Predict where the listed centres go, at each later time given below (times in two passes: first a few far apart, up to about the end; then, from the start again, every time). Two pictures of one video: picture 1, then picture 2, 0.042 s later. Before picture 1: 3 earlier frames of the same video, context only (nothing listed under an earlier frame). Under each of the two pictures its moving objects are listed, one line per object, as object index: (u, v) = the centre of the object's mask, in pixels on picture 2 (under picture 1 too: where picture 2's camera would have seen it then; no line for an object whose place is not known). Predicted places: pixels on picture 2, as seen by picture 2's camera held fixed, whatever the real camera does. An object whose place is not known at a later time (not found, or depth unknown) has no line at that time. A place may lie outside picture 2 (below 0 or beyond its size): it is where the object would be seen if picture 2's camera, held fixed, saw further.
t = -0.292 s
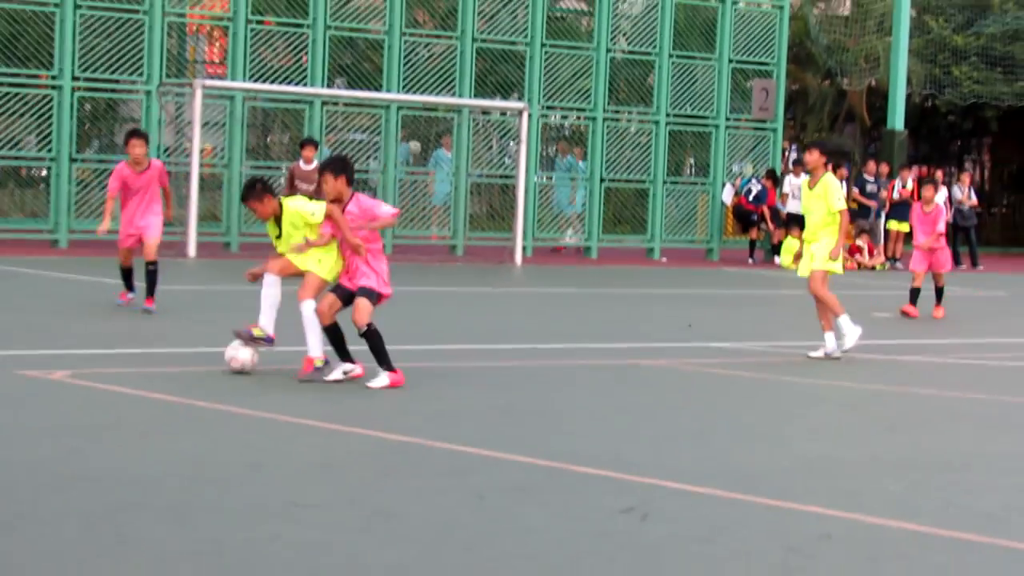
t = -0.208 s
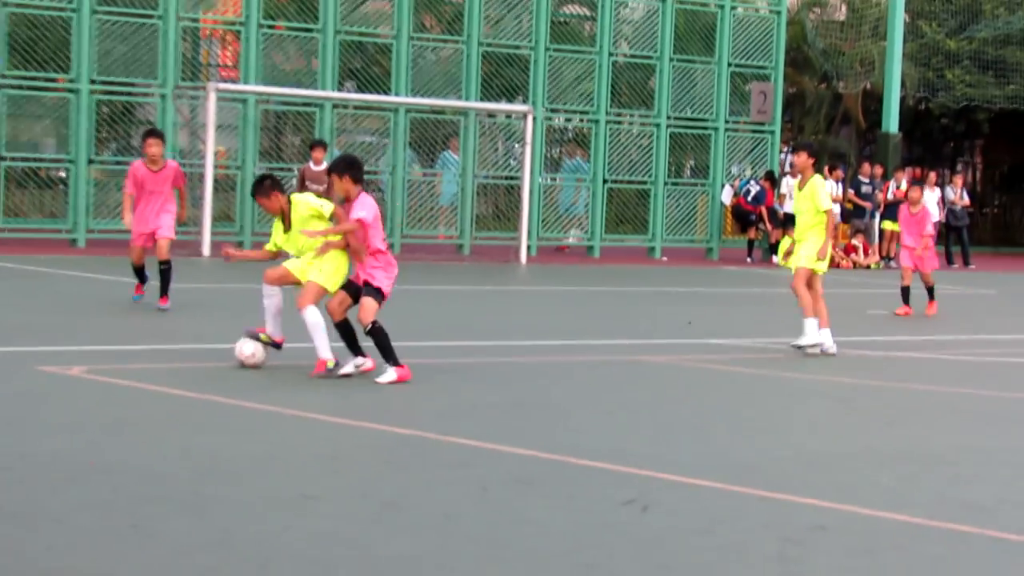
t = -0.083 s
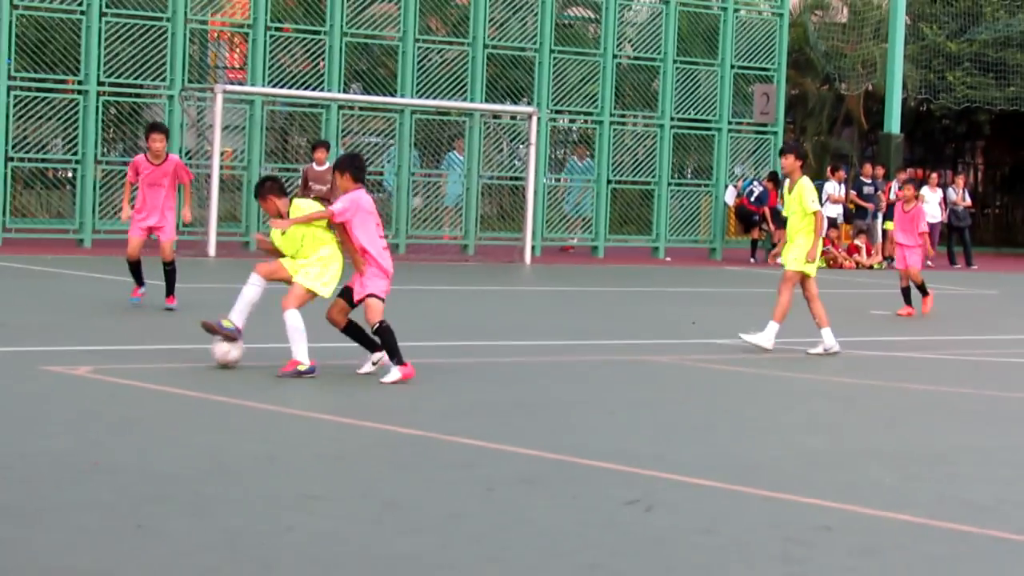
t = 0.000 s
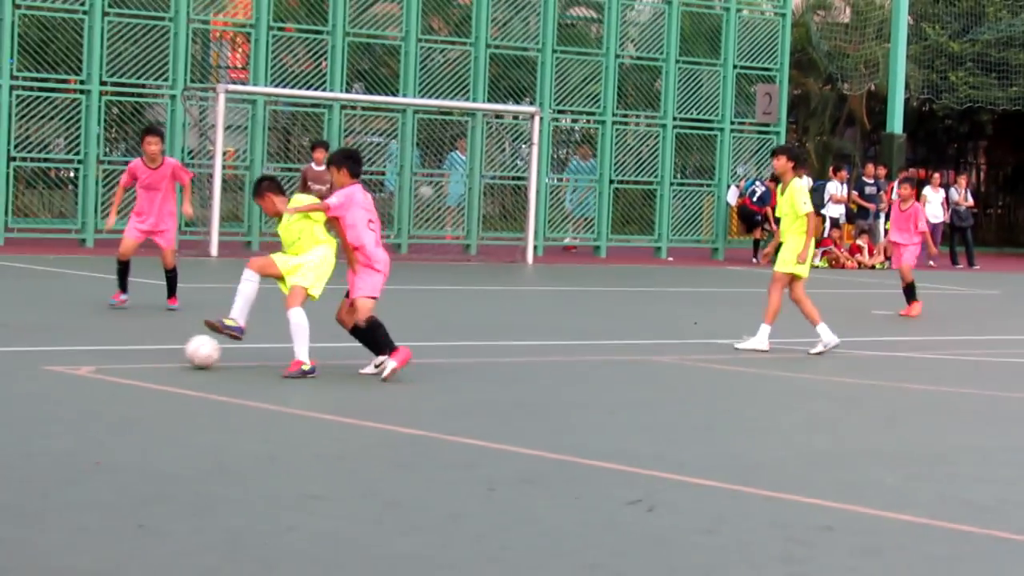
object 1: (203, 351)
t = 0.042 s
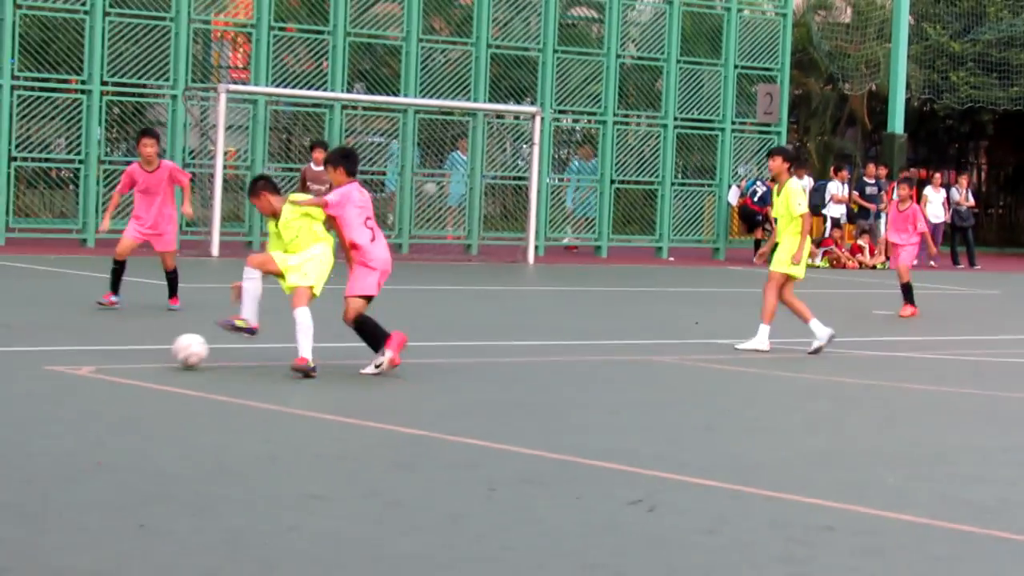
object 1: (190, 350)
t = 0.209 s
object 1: (136, 354)
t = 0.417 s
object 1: (69, 356)
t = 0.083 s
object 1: (176, 352)
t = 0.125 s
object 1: (163, 352)
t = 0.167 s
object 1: (150, 351)
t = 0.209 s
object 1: (136, 354)
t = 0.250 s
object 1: (122, 353)
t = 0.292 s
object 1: (109, 351)
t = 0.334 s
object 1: (95, 353)
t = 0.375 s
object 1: (82, 358)
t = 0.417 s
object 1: (69, 356)
